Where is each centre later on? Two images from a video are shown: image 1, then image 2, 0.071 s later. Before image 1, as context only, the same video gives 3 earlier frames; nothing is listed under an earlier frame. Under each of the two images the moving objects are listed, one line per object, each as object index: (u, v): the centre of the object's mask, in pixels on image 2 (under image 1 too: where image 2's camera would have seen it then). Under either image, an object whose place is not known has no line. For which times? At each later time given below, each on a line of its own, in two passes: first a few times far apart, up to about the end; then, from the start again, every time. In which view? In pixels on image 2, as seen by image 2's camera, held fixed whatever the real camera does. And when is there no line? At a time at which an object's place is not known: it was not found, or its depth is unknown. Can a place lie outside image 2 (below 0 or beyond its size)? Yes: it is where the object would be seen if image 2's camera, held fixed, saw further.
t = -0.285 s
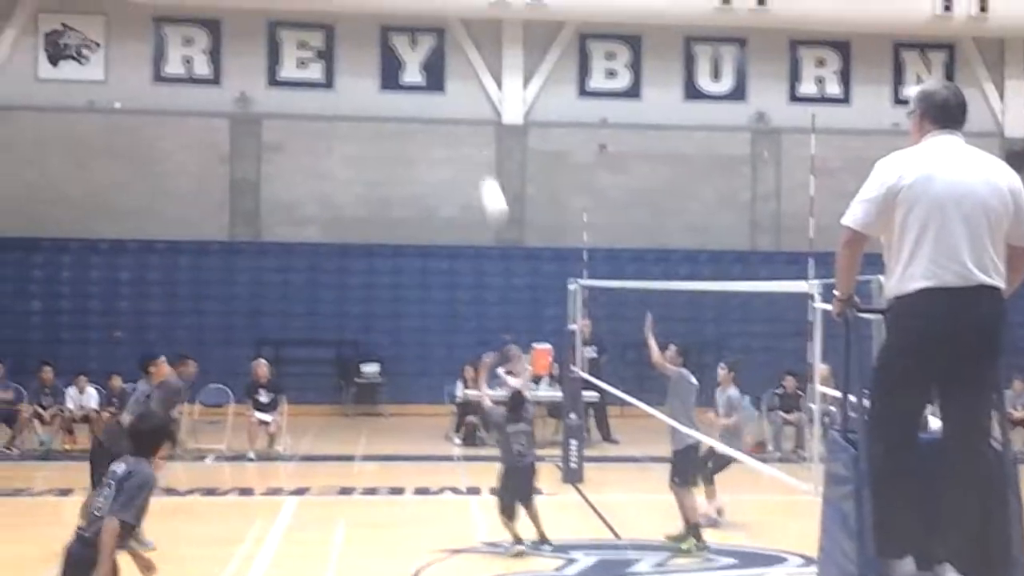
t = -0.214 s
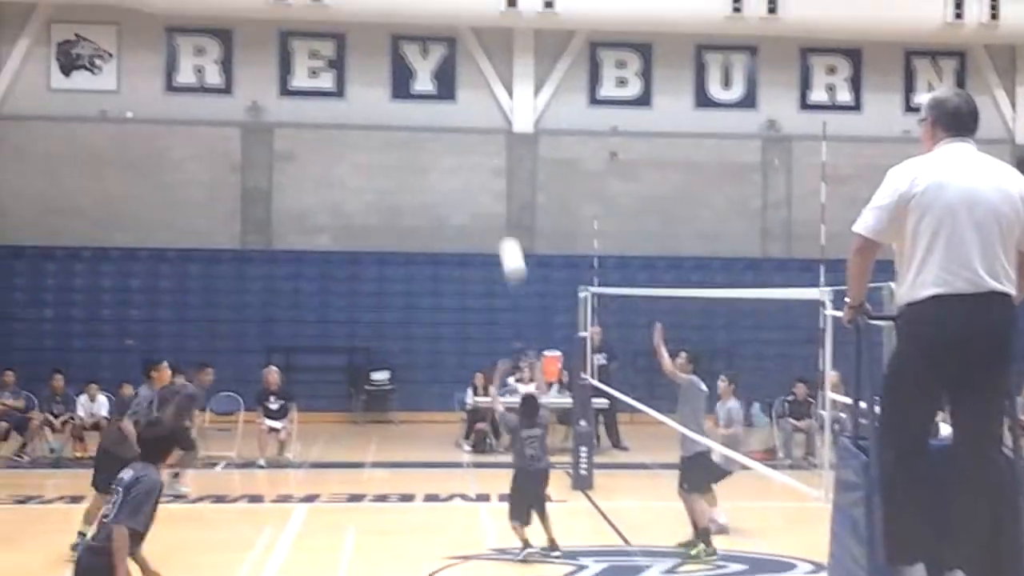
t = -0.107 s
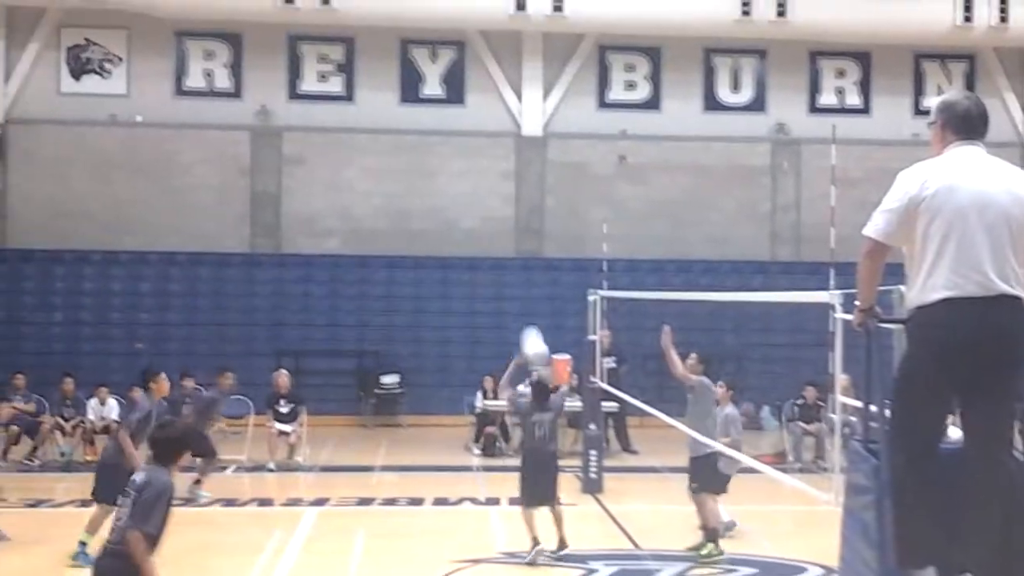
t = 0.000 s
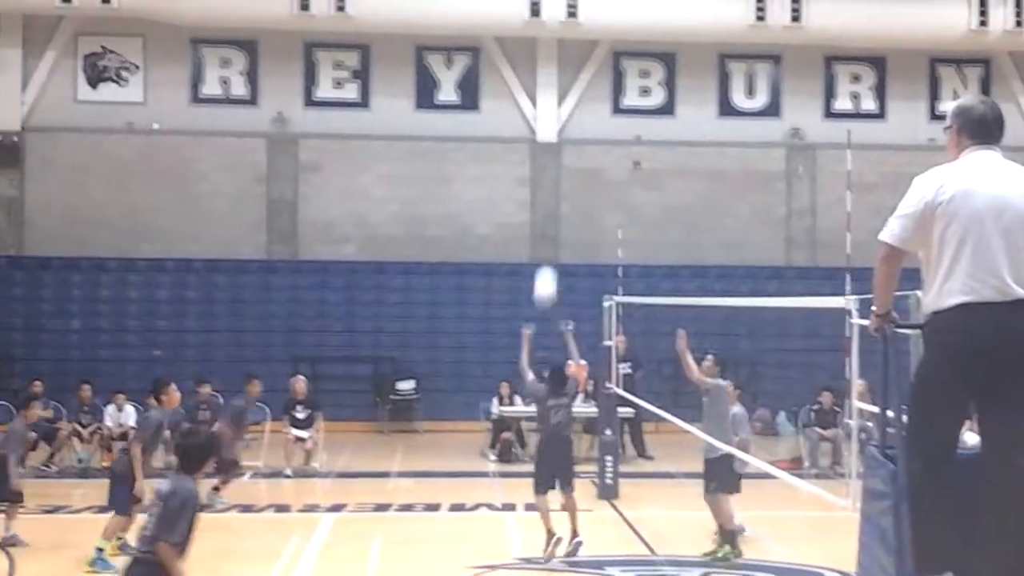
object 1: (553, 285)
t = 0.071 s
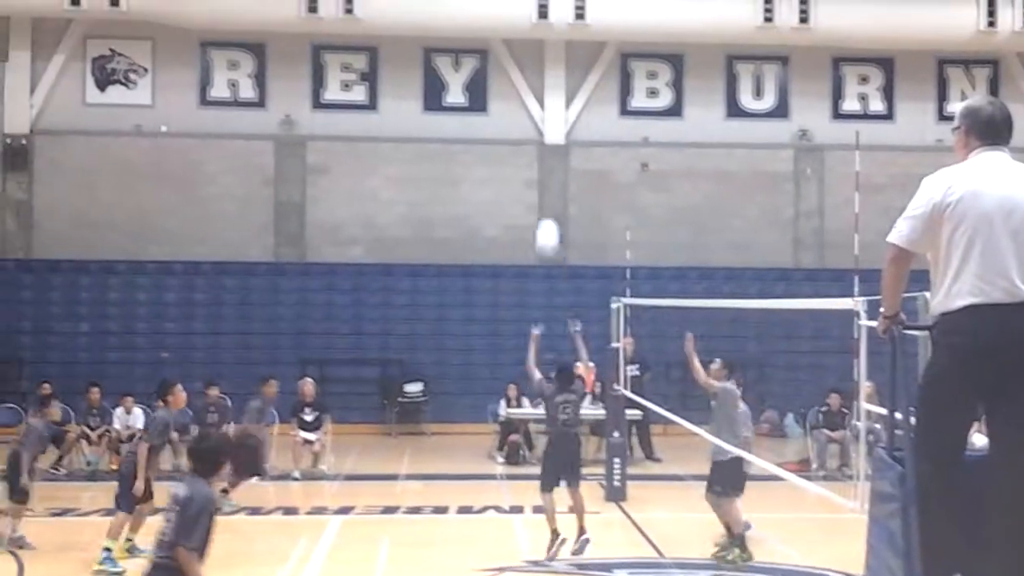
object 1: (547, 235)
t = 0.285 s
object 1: (530, 123)
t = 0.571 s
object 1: (509, 56)
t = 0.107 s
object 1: (544, 211)
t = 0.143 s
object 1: (541, 190)
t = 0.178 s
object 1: (538, 170)
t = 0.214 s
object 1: (535, 152)
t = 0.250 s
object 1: (533, 136)
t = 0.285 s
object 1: (530, 123)
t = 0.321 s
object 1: (527, 107)
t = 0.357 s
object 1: (524, 95)
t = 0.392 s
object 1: (522, 85)
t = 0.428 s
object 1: (519, 78)
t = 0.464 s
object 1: (517, 70)
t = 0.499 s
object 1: (514, 63)
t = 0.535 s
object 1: (512, 59)
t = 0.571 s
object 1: (509, 56)
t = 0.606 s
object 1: (507, 54)
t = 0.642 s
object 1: (505, 54)
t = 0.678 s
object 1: (501, 54)
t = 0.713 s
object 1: (499, 56)
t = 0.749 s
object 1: (497, 59)
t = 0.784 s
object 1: (494, 63)
